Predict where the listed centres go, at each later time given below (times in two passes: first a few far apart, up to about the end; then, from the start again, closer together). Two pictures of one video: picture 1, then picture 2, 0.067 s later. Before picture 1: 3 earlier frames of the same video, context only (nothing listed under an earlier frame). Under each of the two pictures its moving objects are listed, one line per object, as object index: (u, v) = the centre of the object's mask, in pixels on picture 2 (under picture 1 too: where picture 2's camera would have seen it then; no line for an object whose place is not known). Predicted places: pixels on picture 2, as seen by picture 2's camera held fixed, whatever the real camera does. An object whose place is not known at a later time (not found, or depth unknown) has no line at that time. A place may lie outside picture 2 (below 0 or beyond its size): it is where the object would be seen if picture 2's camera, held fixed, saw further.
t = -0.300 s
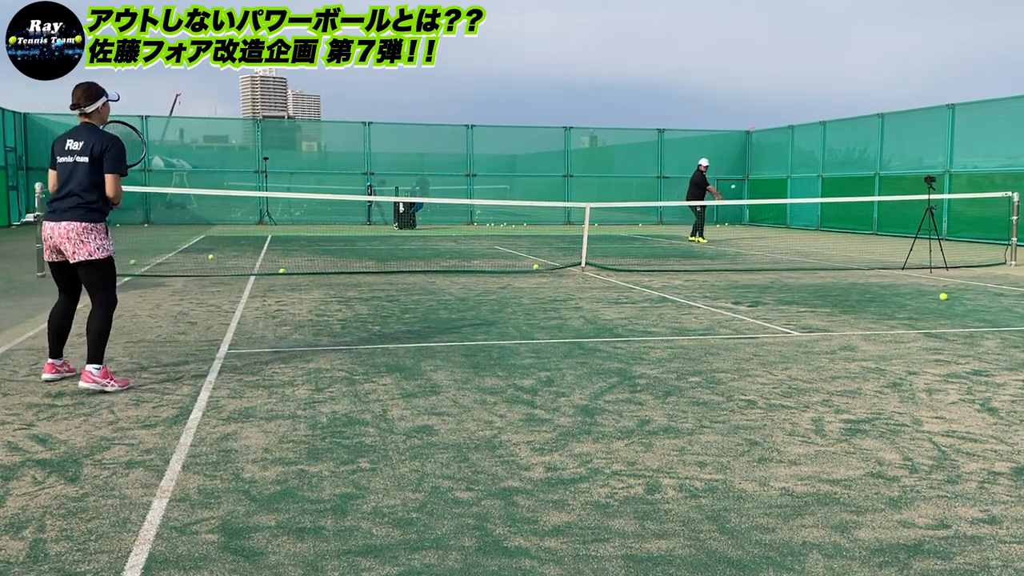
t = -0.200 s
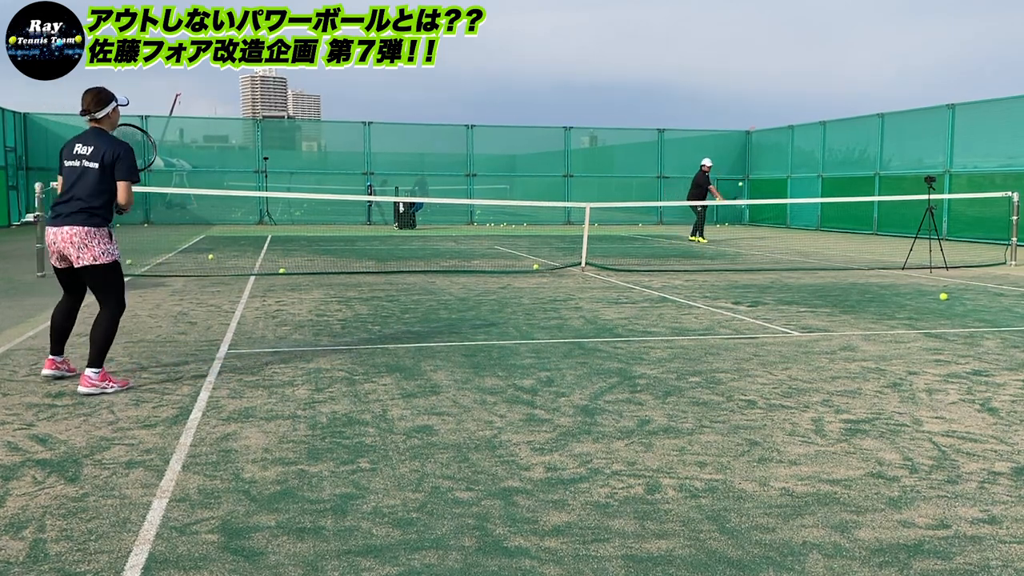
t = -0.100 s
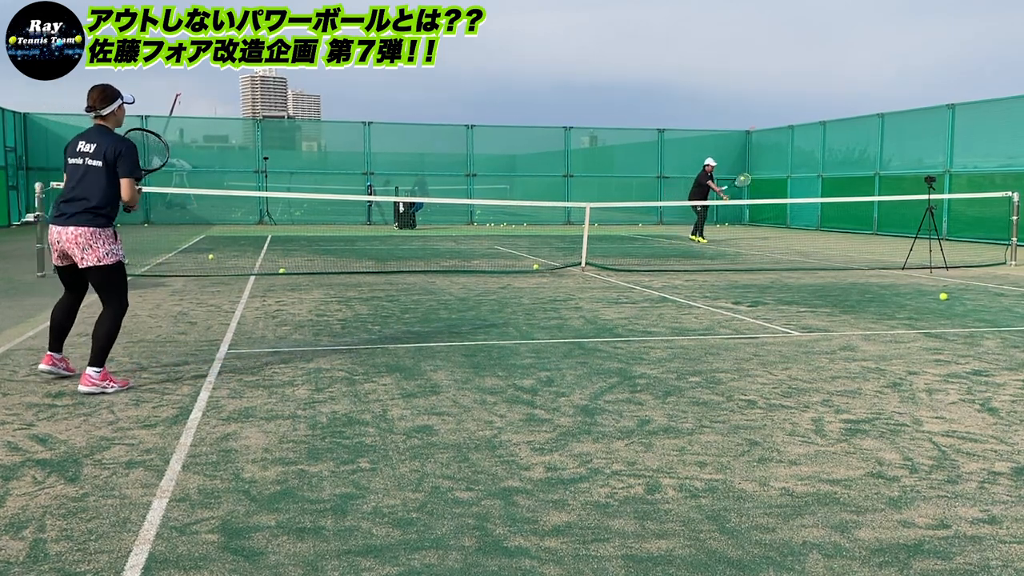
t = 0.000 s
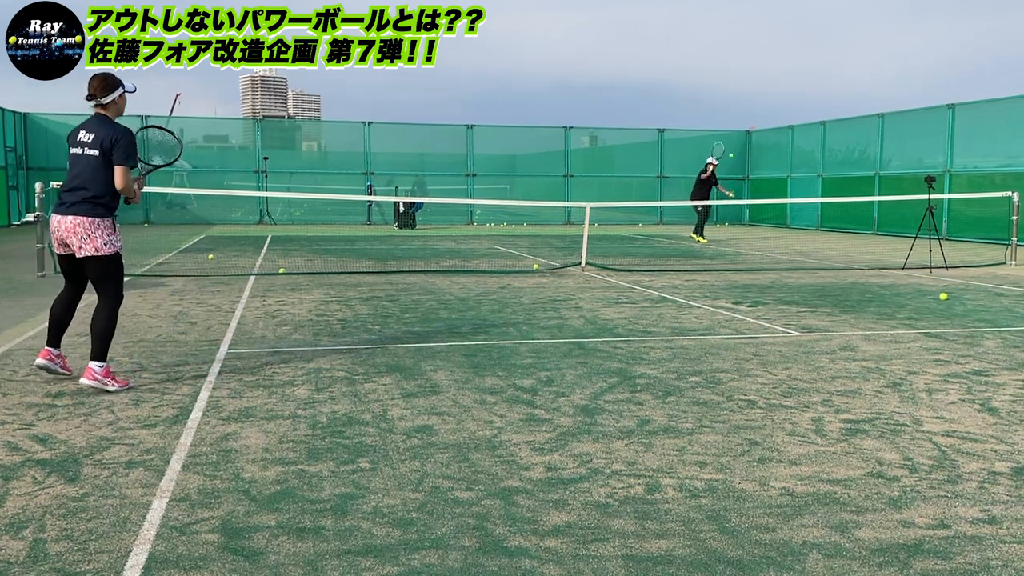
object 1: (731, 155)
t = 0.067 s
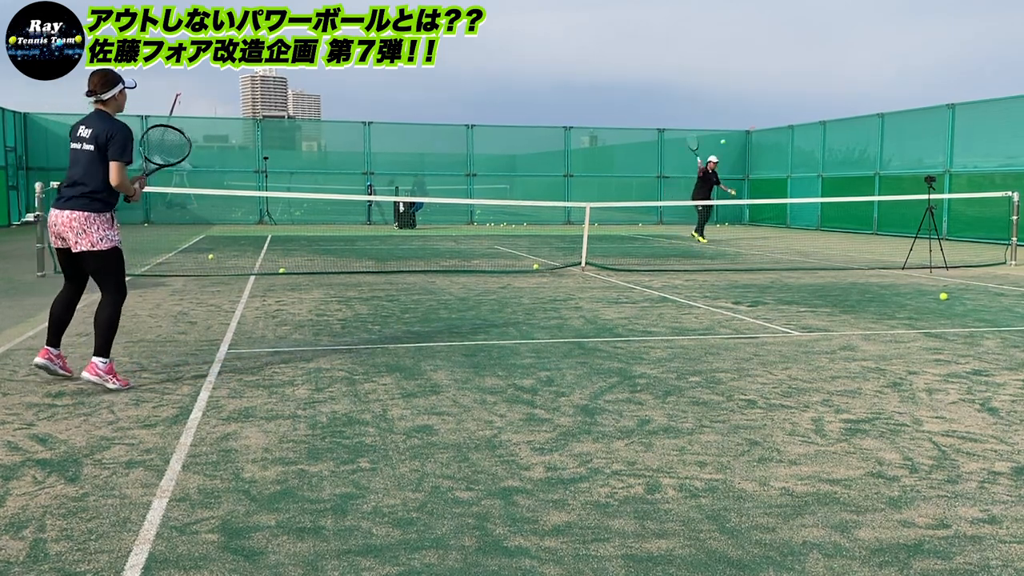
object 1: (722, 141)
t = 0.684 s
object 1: (619, 136)
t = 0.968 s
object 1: (534, 296)
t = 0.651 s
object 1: (627, 127)
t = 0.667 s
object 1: (623, 132)
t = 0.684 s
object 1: (619, 136)
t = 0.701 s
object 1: (615, 141)
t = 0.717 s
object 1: (611, 146)
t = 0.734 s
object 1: (607, 152)
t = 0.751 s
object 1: (603, 159)
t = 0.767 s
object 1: (598, 165)
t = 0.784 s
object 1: (594, 173)
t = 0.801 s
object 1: (589, 181)
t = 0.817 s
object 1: (584, 189)
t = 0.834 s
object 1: (579, 198)
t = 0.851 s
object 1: (574, 208)
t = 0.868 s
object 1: (569, 219)
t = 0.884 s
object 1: (564, 229)
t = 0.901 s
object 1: (558, 241)
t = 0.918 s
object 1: (552, 252)
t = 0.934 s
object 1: (546, 267)
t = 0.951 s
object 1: (541, 280)
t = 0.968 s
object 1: (534, 296)
